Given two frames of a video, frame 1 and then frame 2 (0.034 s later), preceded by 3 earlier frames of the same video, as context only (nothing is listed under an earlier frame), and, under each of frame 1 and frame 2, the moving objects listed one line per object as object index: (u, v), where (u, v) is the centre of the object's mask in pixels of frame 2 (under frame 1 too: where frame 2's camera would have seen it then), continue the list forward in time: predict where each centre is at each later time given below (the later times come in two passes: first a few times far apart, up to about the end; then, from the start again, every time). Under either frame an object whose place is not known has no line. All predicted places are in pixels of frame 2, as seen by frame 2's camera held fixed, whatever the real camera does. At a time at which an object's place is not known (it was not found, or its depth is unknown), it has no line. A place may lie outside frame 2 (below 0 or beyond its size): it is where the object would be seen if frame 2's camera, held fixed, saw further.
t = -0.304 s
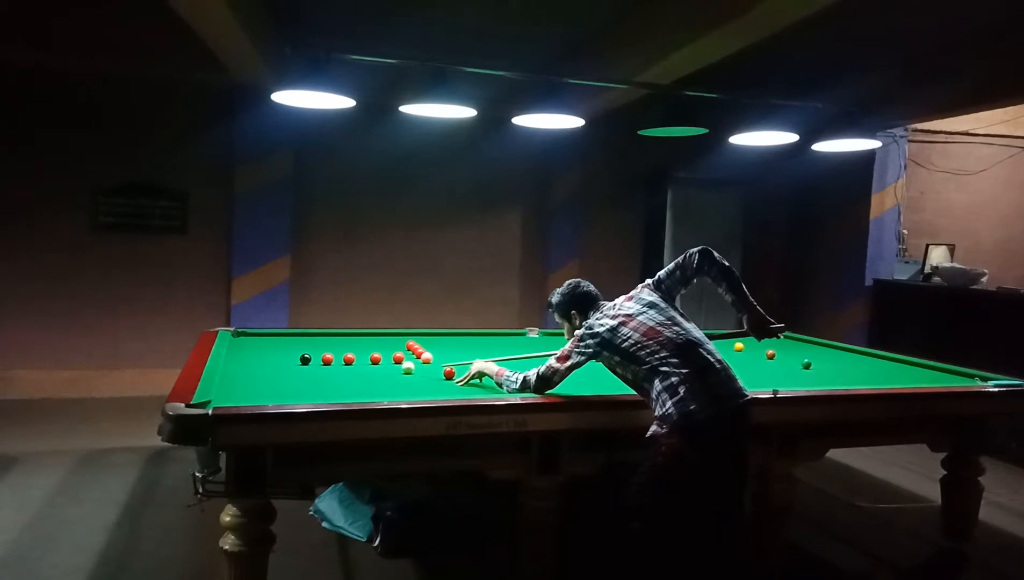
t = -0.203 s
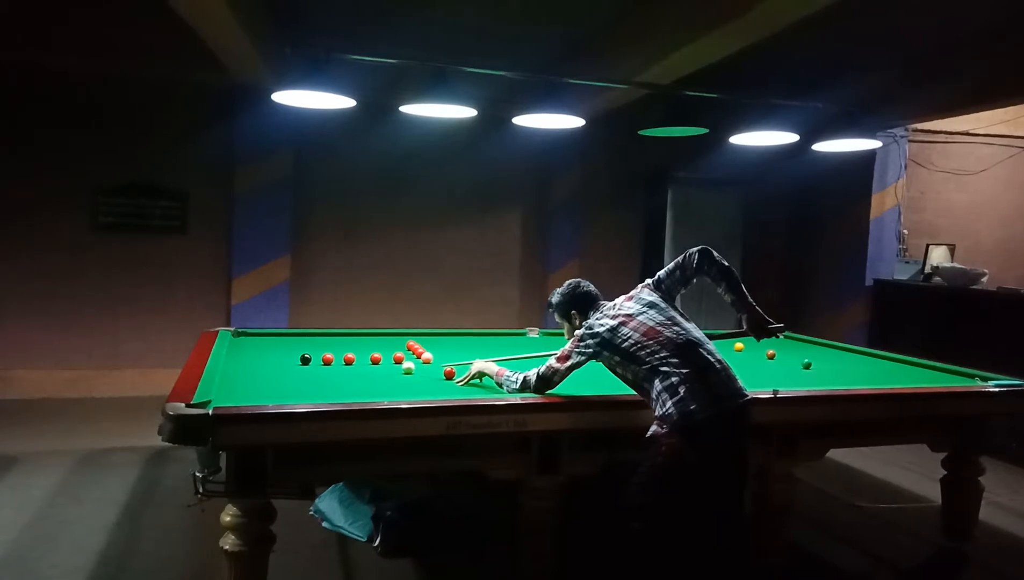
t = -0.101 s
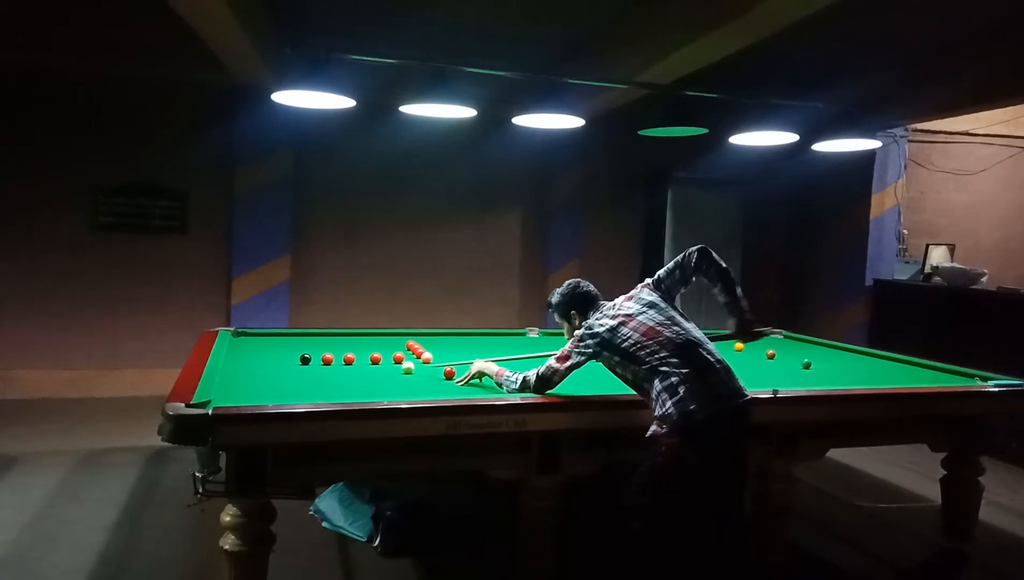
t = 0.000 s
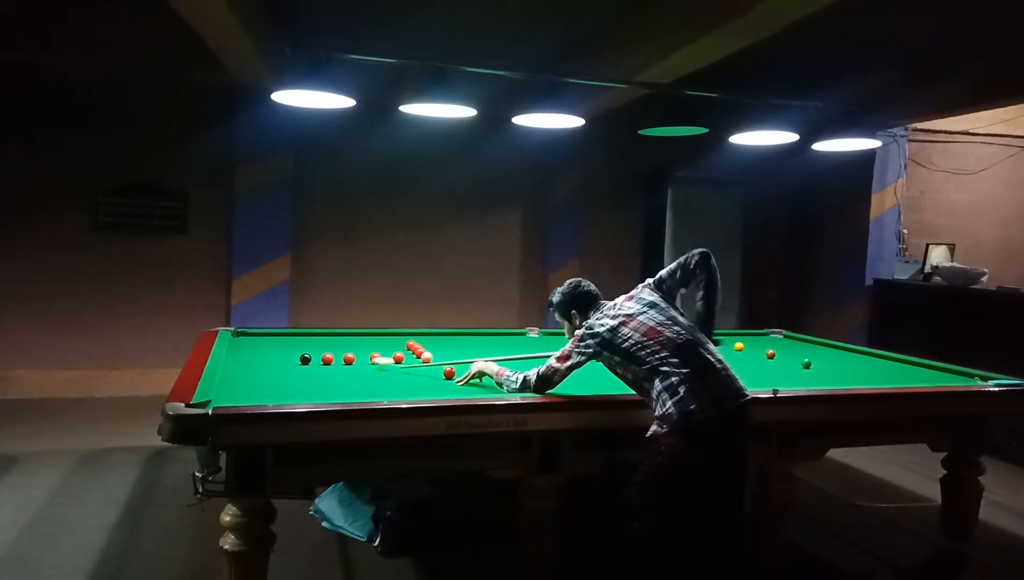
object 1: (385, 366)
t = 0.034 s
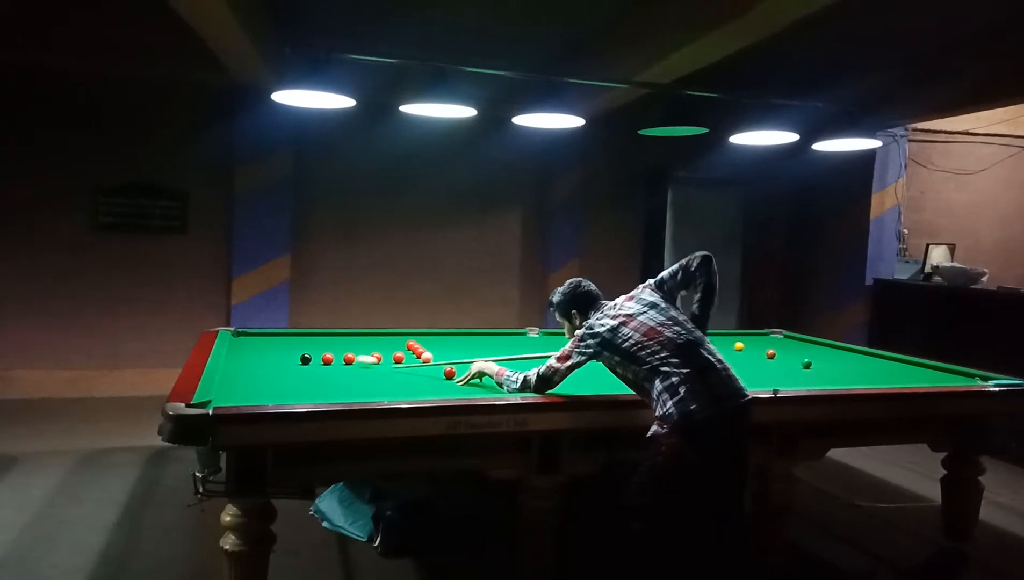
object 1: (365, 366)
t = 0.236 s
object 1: (333, 365)
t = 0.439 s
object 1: (309, 366)
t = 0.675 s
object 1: (280, 368)
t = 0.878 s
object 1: (257, 369)
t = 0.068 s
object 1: (353, 364)
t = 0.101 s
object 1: (348, 364)
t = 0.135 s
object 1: (344, 364)
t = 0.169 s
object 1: (340, 365)
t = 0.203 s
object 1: (336, 365)
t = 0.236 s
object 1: (333, 365)
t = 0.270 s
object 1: (328, 366)
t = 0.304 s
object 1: (324, 366)
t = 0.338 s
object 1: (320, 366)
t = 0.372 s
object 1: (316, 366)
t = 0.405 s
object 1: (312, 367)
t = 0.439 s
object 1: (309, 366)
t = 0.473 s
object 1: (304, 365)
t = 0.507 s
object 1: (300, 365)
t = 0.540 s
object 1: (296, 367)
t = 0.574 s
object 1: (292, 367)
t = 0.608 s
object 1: (288, 368)
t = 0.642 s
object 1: (284, 369)
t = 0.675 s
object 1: (280, 368)
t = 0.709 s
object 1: (276, 368)
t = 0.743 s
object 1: (272, 369)
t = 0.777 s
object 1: (268, 368)
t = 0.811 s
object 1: (265, 368)
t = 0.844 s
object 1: (261, 369)
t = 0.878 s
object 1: (257, 369)
